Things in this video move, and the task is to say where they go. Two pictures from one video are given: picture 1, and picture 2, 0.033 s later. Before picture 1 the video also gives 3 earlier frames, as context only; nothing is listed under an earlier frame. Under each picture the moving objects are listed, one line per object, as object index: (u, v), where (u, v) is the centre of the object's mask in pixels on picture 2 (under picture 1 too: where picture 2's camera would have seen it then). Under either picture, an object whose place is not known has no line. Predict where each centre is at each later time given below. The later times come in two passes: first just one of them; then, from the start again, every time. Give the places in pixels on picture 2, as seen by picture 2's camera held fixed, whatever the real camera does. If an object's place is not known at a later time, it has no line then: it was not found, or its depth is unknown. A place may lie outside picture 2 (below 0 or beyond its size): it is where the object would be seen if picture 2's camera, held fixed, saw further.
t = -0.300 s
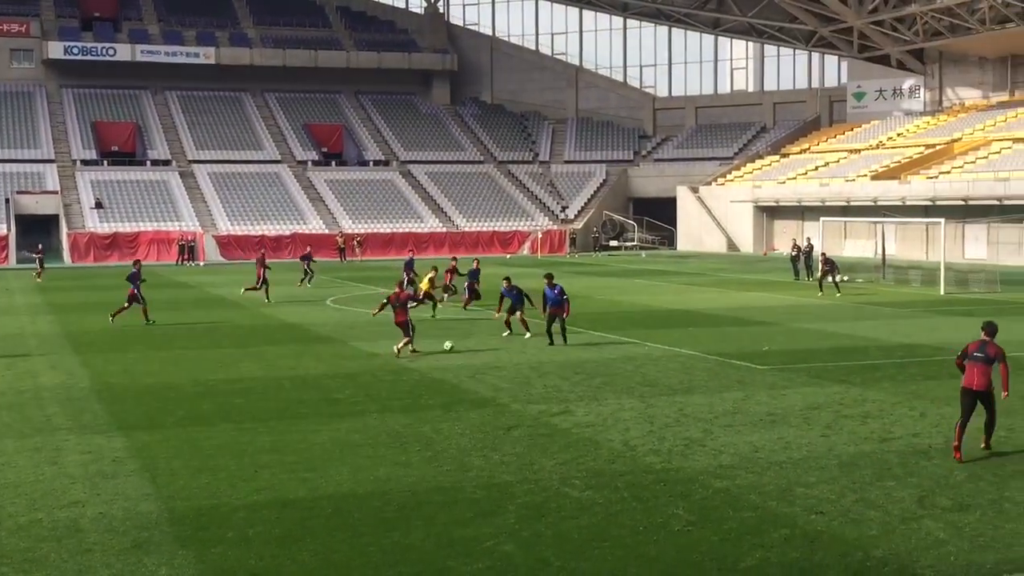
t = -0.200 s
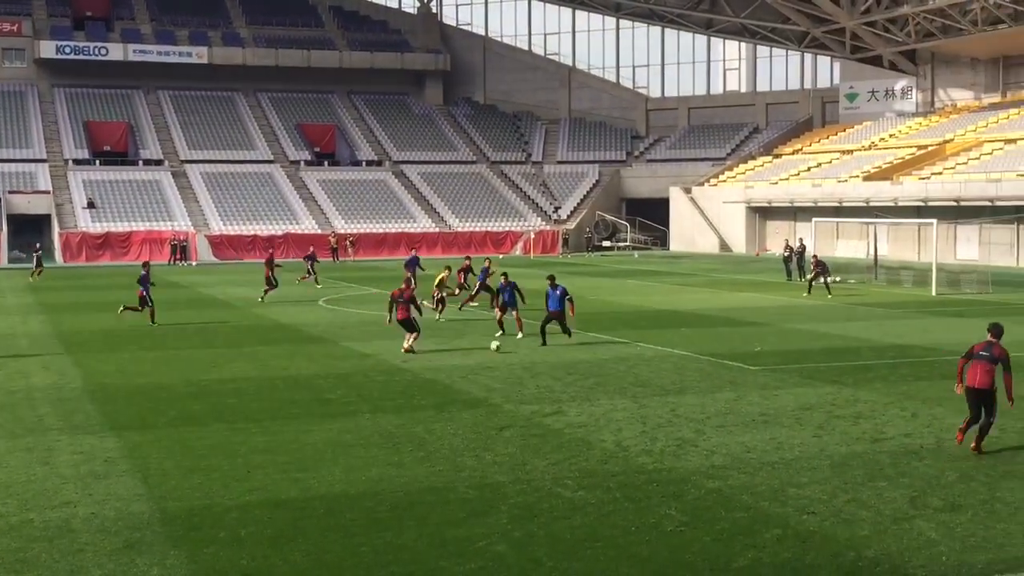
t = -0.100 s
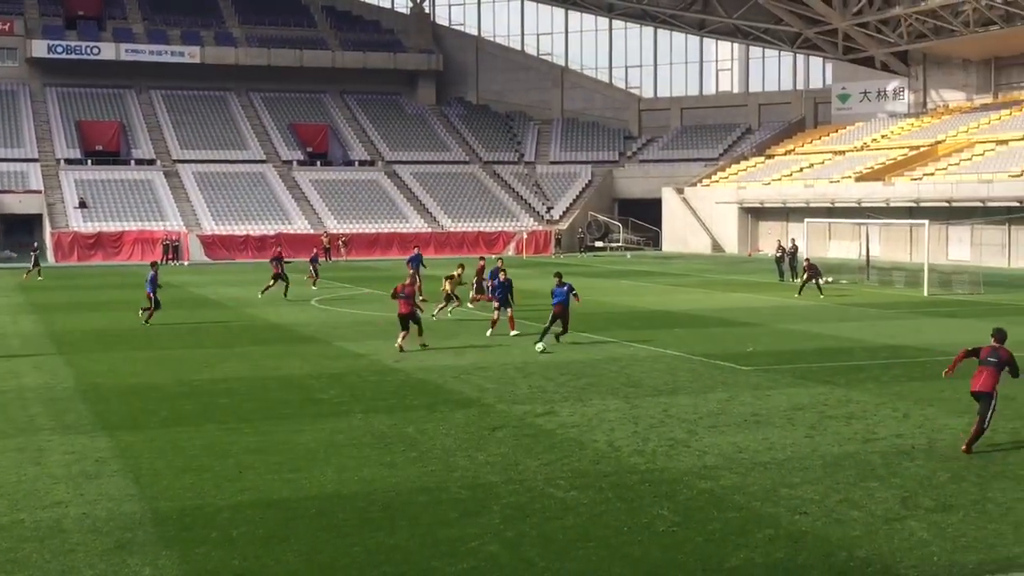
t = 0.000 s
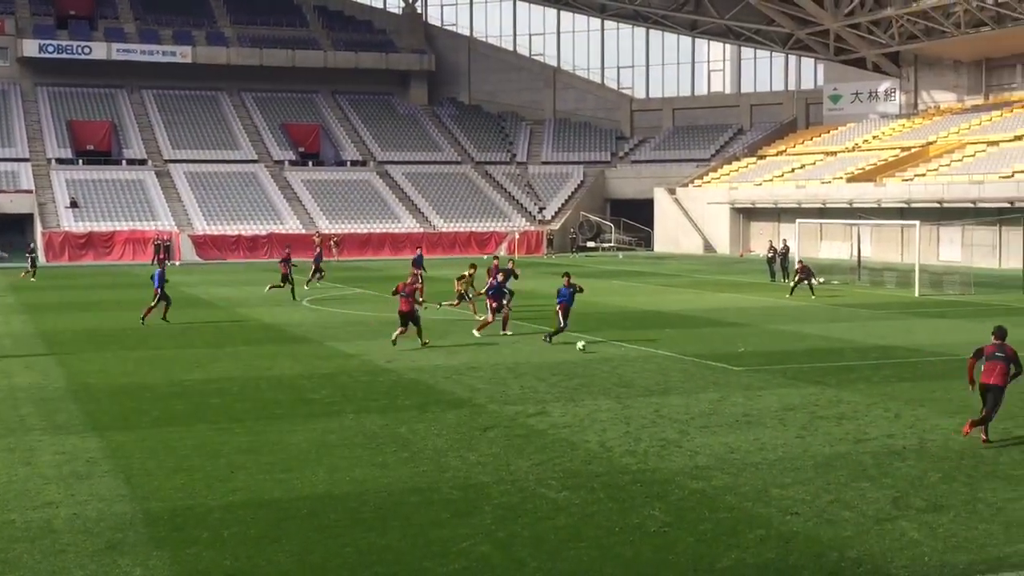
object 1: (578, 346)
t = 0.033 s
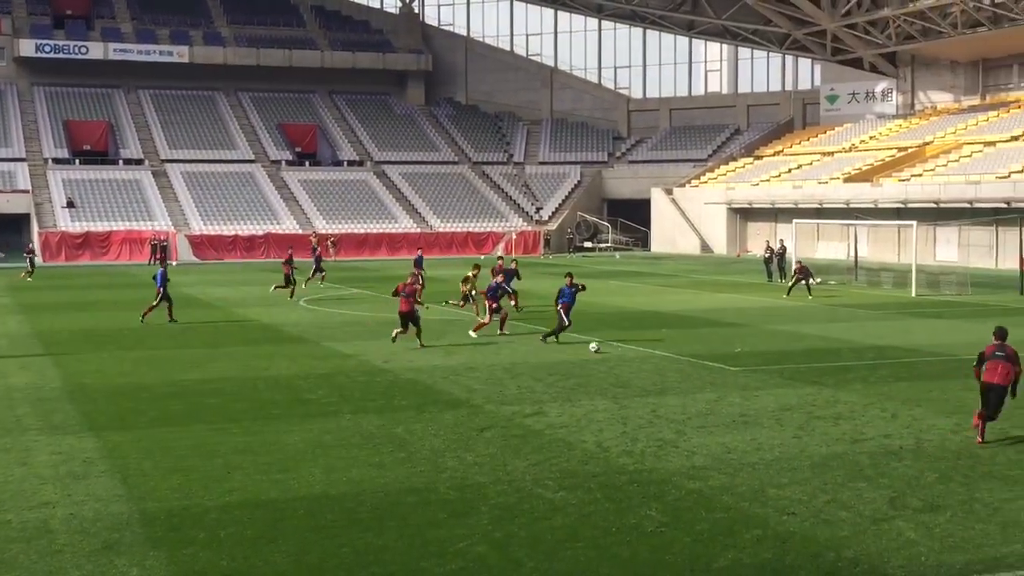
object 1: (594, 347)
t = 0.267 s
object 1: (695, 347)
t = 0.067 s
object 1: (610, 348)
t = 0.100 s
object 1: (625, 347)
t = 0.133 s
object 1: (638, 347)
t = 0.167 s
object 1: (653, 346)
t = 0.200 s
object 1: (668, 347)
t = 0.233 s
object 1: (682, 348)
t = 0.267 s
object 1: (695, 347)
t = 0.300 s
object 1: (708, 347)
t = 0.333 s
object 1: (721, 346)
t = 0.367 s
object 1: (733, 347)
